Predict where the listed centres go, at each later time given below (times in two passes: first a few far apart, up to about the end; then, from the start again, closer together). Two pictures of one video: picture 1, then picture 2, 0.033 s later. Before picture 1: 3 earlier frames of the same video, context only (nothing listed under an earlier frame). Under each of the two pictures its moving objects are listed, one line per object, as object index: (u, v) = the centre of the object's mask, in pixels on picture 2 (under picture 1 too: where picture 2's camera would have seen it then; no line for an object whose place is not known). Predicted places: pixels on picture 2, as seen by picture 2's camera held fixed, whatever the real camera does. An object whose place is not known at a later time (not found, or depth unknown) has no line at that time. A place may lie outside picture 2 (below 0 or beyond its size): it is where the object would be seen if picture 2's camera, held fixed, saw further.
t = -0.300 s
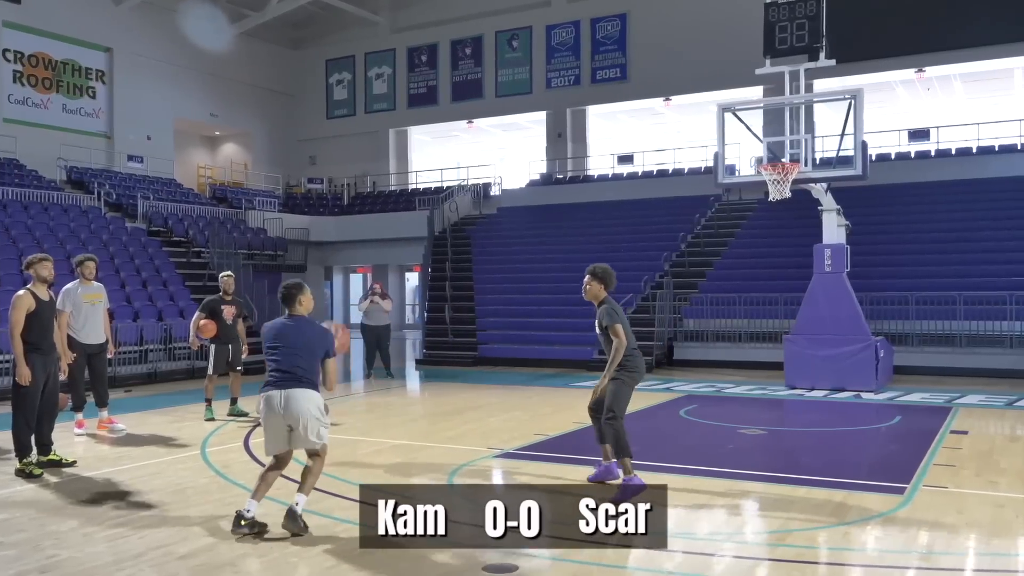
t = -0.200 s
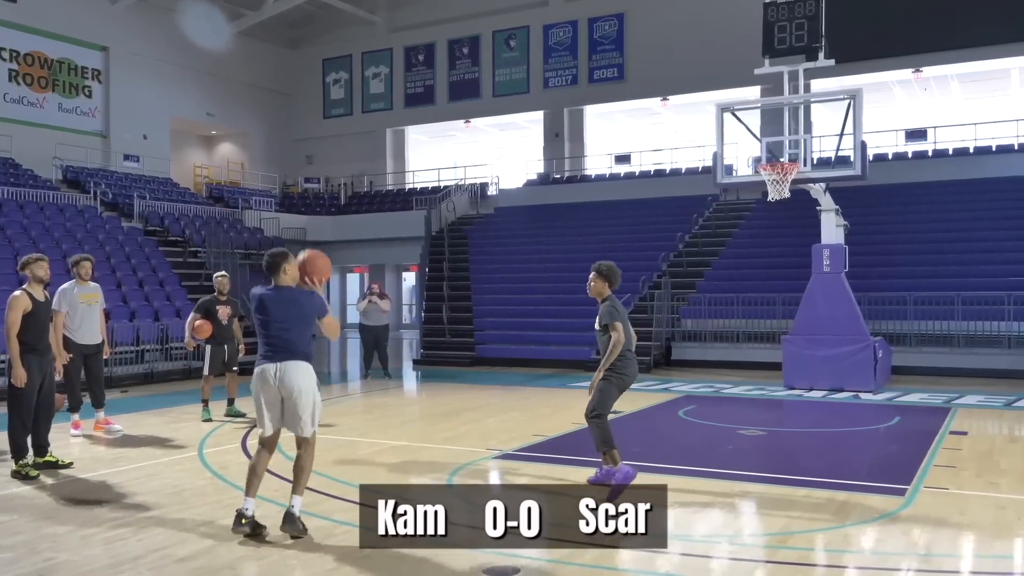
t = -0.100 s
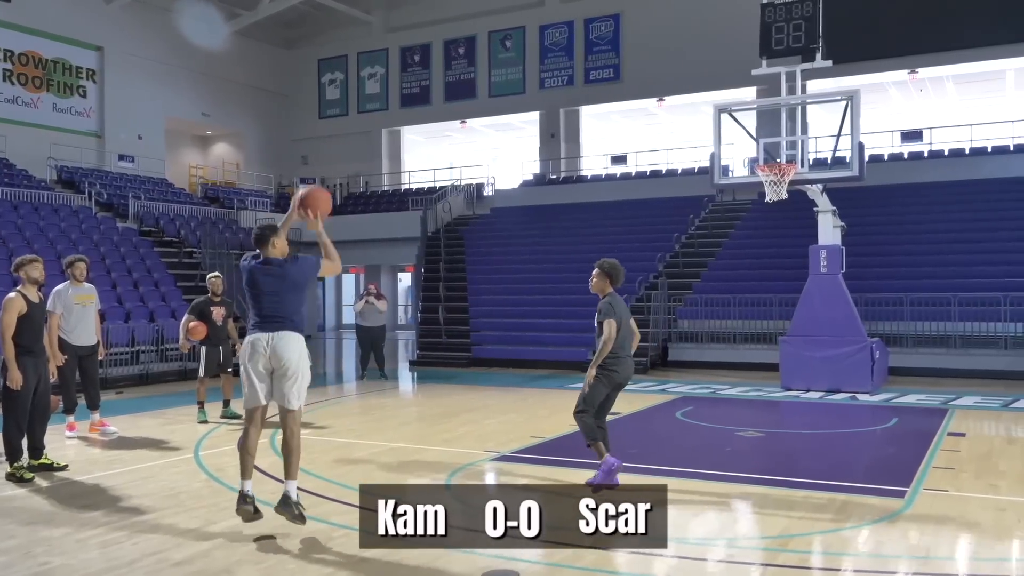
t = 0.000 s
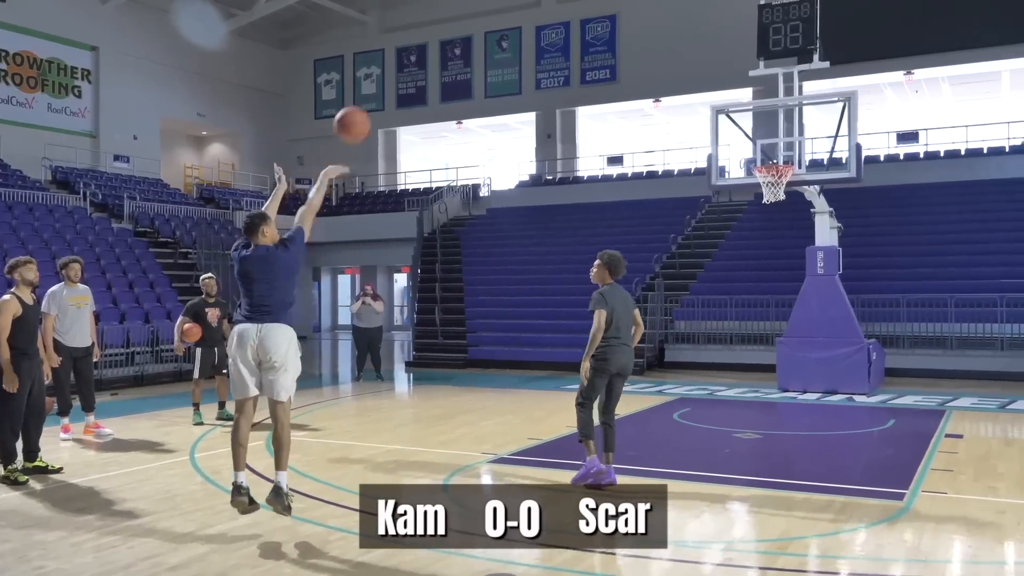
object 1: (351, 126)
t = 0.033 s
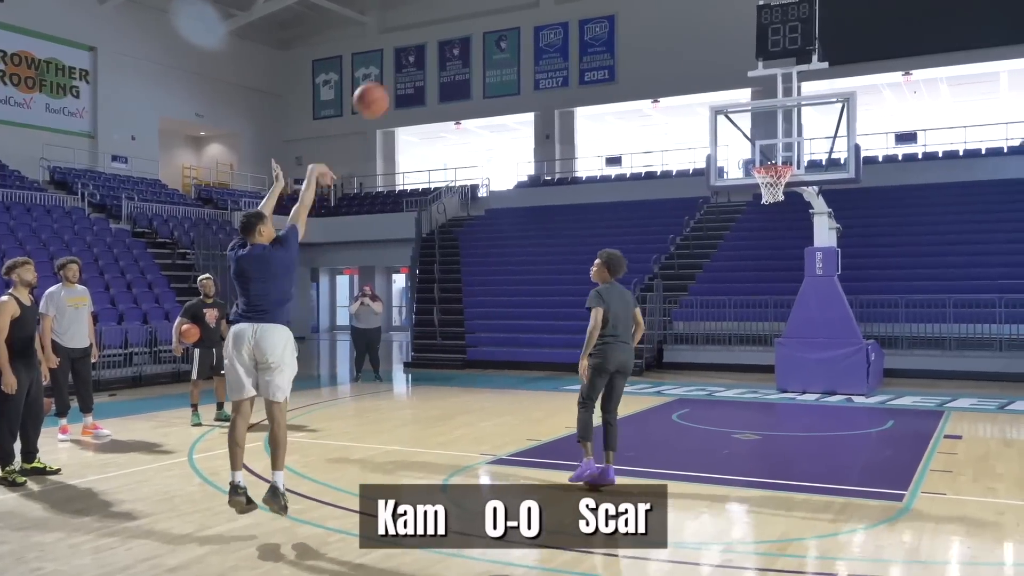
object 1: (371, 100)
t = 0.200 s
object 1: (461, 13)
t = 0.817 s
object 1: (685, 10)
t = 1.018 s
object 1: (737, 79)
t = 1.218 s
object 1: (775, 155)
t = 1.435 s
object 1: (795, 121)
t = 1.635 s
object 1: (812, 124)
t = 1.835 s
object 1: (834, 163)
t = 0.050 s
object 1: (381, 88)
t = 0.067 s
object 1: (390, 78)
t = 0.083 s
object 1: (399, 68)
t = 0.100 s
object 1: (409, 58)
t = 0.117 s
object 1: (419, 49)
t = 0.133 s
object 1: (427, 40)
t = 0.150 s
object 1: (436, 32)
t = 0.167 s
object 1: (444, 25)
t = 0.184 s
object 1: (453, 17)
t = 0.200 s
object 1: (461, 13)
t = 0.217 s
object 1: (469, 9)
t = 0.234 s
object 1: (477, 6)
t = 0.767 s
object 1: (671, 4)
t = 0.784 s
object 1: (675, 6)
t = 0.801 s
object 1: (681, 7)
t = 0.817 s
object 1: (685, 10)
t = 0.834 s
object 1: (690, 14)
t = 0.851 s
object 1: (695, 19)
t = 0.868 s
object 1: (699, 24)
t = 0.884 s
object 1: (704, 30)
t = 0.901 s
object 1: (708, 36)
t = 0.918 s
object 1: (712, 41)
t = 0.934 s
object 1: (716, 47)
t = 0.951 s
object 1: (720, 54)
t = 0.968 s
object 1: (724, 60)
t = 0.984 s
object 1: (728, 66)
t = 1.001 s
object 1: (732, 72)
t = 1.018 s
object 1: (737, 79)
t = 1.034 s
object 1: (740, 86)
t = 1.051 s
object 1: (744, 94)
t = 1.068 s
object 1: (748, 101)
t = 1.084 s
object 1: (752, 108)
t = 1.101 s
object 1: (756, 116)
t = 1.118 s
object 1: (759, 123)
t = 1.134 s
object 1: (763, 131)
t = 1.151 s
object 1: (766, 139)
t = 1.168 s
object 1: (770, 148)
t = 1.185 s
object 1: (772, 156)
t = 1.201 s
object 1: (773, 160)
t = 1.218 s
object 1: (775, 155)
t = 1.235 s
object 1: (777, 152)
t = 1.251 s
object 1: (778, 148)
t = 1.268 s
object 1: (781, 145)
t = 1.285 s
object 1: (782, 141)
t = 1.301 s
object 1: (784, 138)
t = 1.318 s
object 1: (785, 135)
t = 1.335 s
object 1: (786, 132)
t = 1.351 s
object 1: (787, 130)
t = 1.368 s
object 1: (789, 128)
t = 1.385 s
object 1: (790, 126)
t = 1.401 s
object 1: (791, 124)
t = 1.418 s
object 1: (793, 123)
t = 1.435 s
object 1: (795, 121)
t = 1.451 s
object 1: (796, 120)
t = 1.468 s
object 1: (797, 120)
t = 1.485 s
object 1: (799, 119)
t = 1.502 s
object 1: (800, 119)
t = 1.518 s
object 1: (801, 119)
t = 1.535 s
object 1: (804, 118)
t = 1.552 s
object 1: (805, 119)
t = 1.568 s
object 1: (806, 119)
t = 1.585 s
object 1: (808, 120)
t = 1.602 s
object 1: (809, 121)
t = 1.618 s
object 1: (811, 122)
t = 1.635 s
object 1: (812, 124)
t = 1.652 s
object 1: (814, 126)
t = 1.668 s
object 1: (816, 127)
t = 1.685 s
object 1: (818, 130)
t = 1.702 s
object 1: (819, 133)
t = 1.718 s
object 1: (821, 135)
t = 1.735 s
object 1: (823, 138)
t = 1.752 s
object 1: (825, 142)
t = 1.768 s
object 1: (826, 145)
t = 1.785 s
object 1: (827, 150)
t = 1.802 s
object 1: (830, 154)
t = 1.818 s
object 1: (832, 159)
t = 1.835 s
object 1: (834, 163)
